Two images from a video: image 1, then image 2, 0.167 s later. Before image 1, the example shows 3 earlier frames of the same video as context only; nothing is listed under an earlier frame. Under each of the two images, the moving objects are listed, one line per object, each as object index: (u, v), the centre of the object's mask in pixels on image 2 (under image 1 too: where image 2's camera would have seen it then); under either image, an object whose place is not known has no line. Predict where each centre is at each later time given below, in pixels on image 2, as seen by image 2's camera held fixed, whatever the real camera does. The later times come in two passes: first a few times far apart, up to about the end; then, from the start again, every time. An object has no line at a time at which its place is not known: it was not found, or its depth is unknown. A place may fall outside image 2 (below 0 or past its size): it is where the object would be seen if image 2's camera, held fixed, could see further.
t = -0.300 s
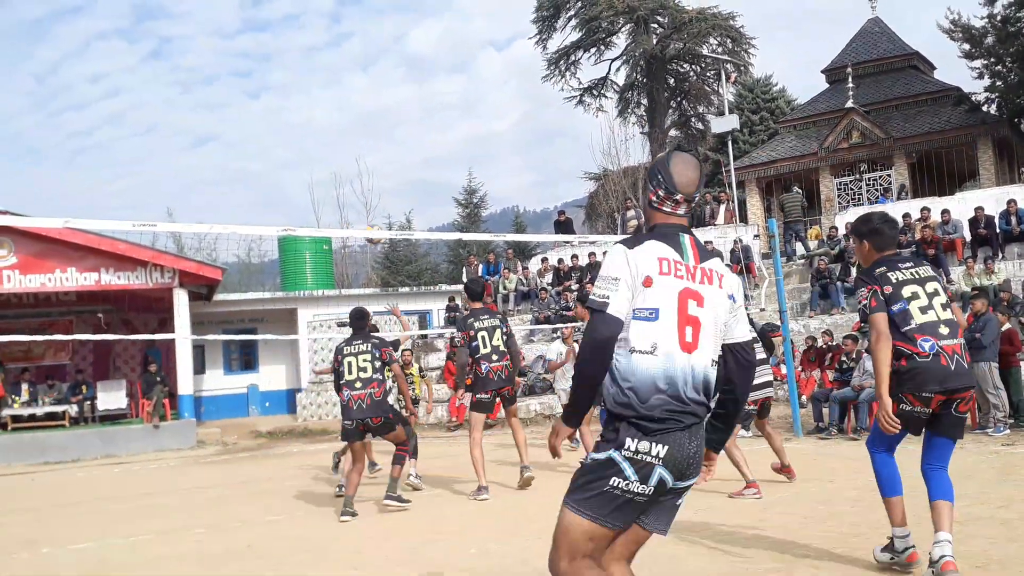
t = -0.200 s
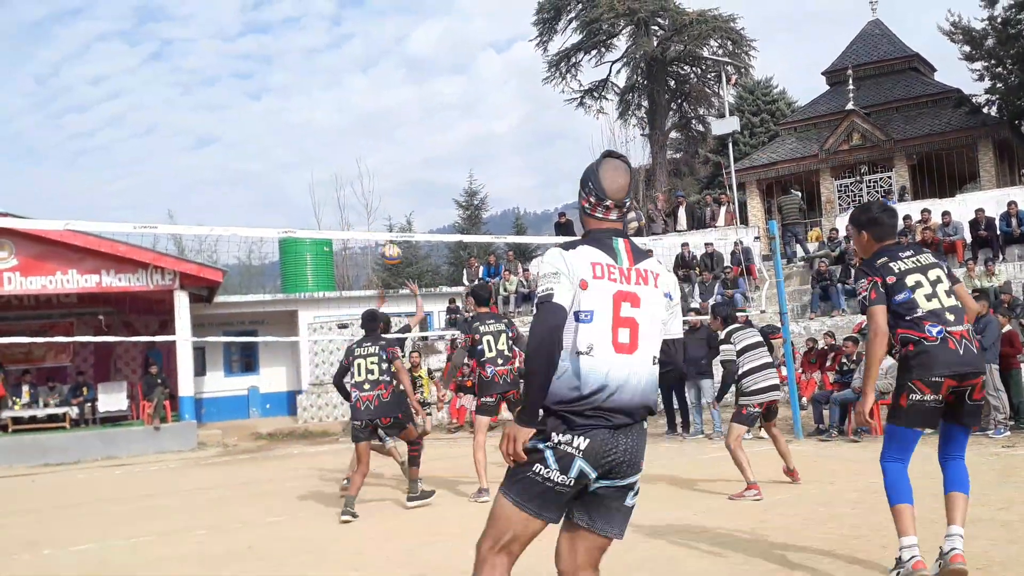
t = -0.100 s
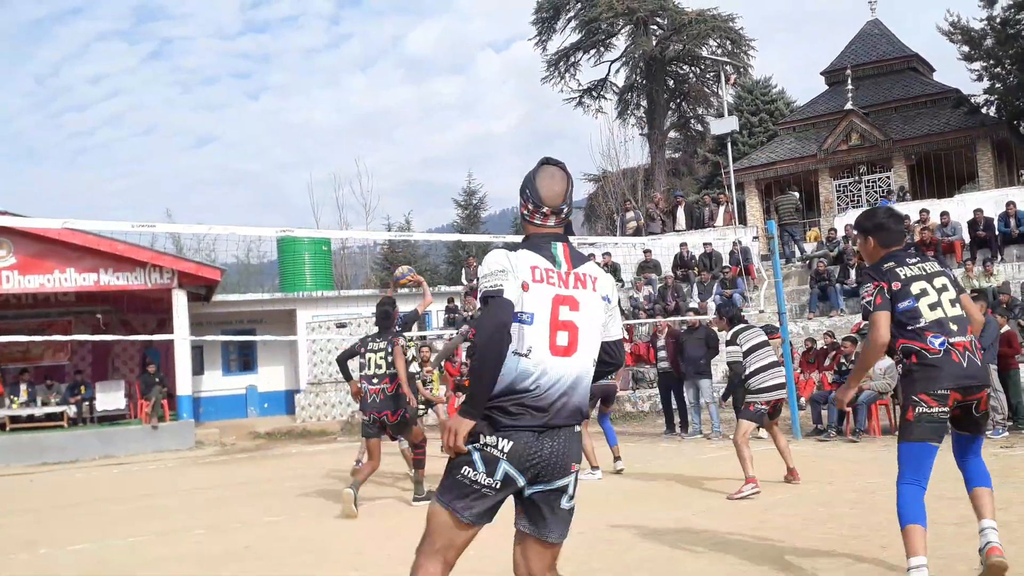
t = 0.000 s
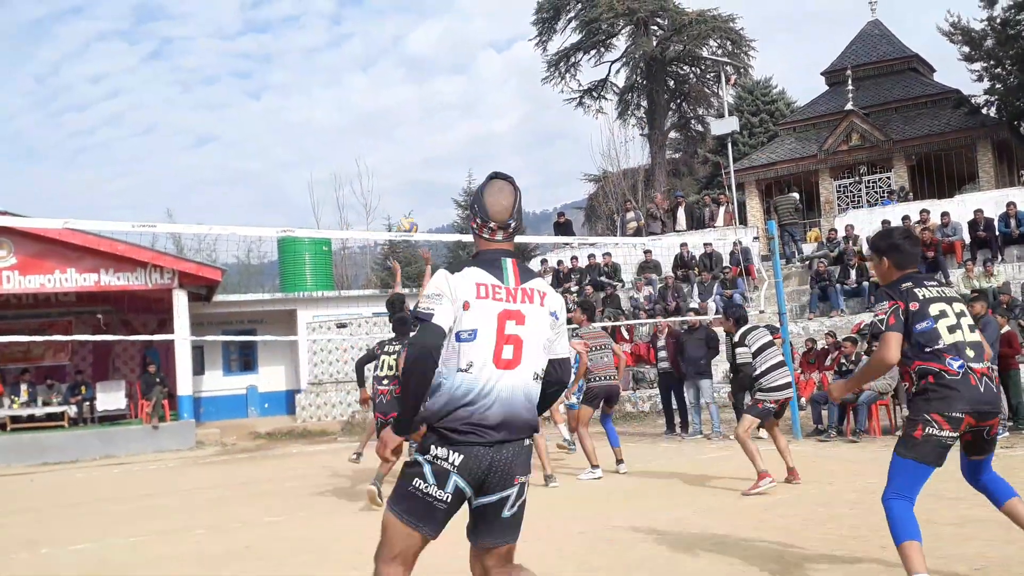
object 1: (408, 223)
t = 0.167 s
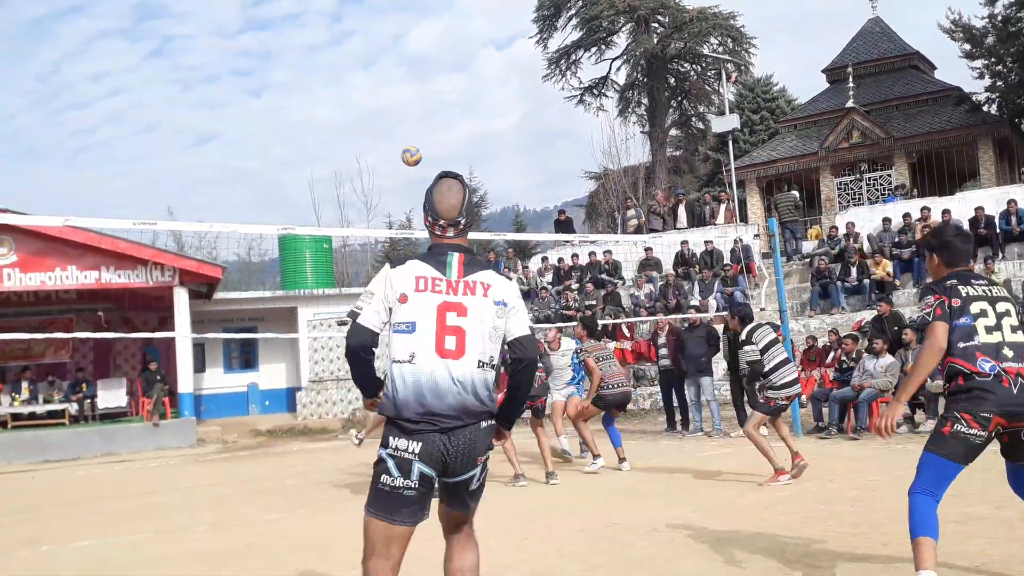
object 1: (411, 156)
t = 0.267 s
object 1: (414, 130)
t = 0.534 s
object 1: (425, 105)
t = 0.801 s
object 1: (441, 146)
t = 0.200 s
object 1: (412, 146)
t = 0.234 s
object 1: (413, 137)
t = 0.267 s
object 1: (414, 130)
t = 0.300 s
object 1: (415, 123)
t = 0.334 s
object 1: (416, 117)
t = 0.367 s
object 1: (418, 113)
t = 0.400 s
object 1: (419, 109)
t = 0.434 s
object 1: (421, 106)
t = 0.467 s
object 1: (422, 105)
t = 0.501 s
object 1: (424, 105)
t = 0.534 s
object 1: (425, 105)
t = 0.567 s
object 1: (427, 107)
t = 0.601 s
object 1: (429, 110)
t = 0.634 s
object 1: (431, 114)
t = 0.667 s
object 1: (433, 118)
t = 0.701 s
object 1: (435, 124)
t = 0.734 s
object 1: (437, 130)
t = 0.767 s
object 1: (439, 138)
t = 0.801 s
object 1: (441, 146)
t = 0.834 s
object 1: (444, 156)
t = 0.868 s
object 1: (446, 166)
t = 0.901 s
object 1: (448, 177)
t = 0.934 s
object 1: (451, 190)
